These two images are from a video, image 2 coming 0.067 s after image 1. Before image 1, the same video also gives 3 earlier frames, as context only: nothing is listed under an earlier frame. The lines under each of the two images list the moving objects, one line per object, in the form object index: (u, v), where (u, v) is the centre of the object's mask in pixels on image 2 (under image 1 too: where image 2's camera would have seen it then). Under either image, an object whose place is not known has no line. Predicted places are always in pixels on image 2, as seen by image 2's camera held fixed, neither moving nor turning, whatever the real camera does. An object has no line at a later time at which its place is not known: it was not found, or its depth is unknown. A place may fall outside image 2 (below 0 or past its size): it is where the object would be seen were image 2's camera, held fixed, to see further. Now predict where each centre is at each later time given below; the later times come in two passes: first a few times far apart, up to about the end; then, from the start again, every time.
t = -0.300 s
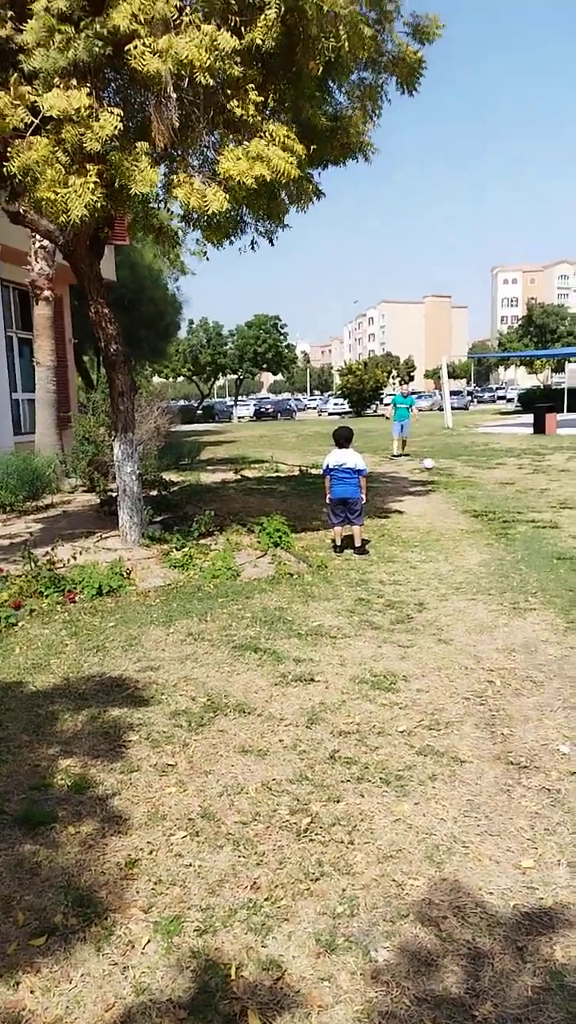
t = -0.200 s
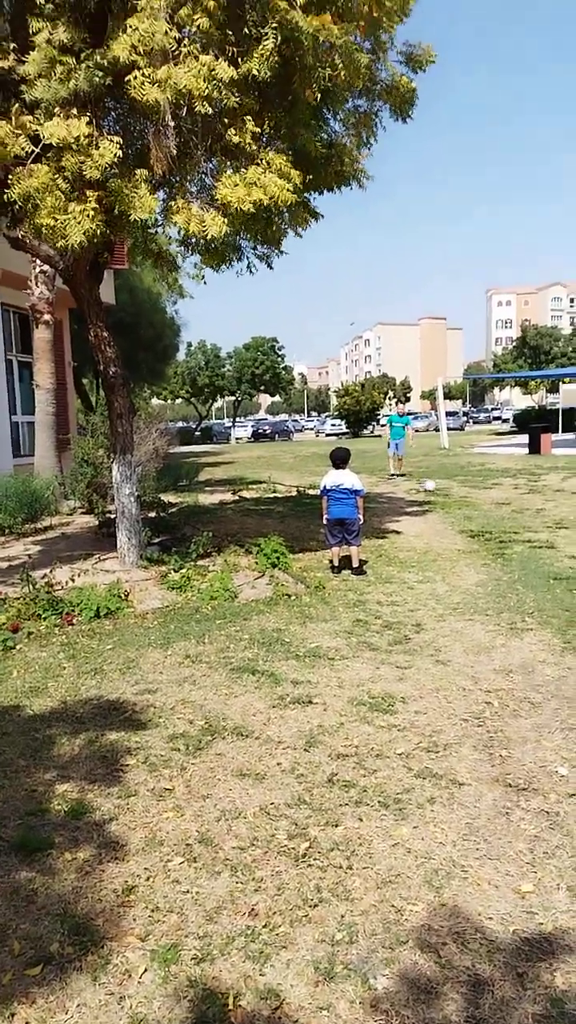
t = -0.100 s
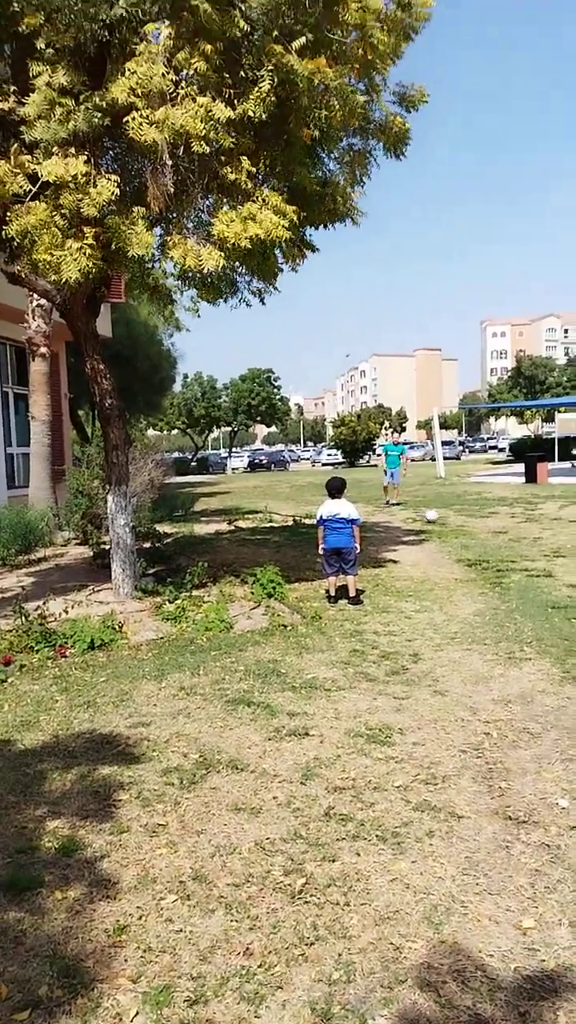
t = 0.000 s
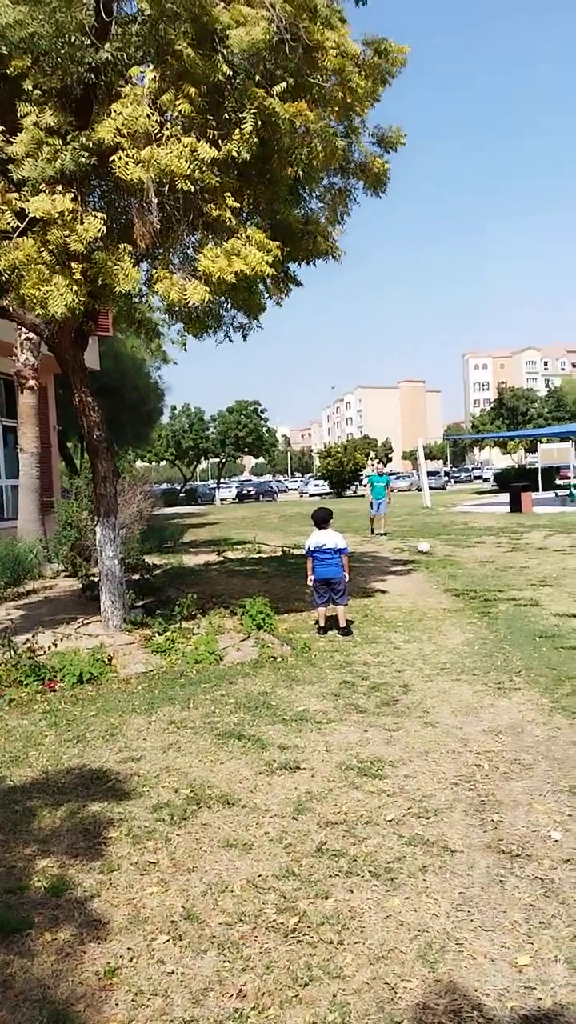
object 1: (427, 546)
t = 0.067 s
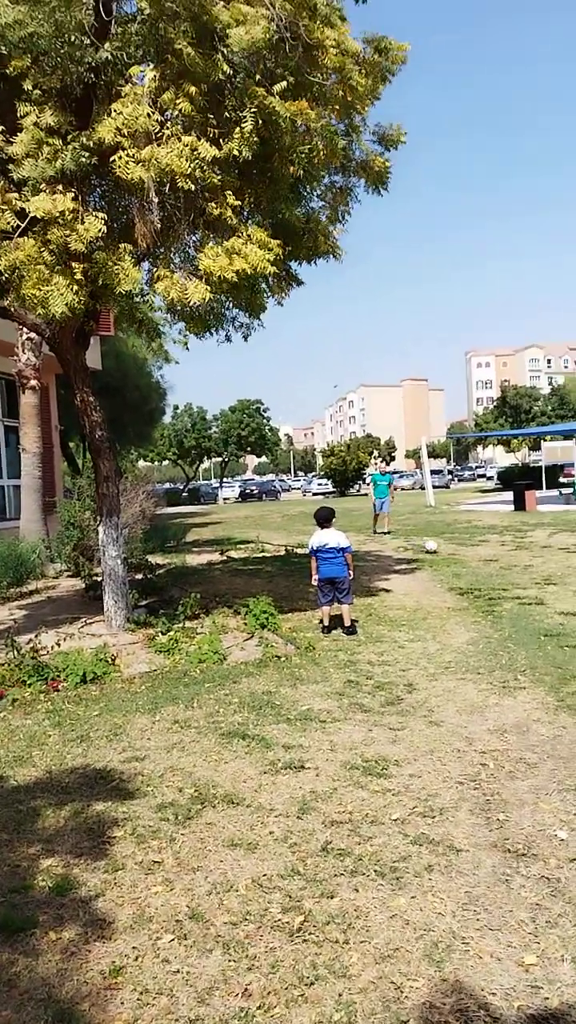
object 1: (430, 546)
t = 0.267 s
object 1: (441, 549)
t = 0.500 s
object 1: (455, 550)
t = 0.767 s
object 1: (471, 553)
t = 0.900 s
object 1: (480, 554)
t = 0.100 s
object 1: (432, 547)
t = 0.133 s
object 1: (434, 547)
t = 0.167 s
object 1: (435, 547)
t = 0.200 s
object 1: (437, 548)
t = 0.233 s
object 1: (439, 548)
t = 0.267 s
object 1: (441, 549)
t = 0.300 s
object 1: (443, 549)
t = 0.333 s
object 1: (445, 549)
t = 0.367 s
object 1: (447, 550)
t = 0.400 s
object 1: (448, 549)
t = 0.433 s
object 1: (451, 549)
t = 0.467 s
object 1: (452, 550)
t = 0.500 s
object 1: (455, 550)
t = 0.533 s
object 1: (458, 551)
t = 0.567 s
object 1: (459, 551)
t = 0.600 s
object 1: (461, 551)
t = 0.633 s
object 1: (464, 552)
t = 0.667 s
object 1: (466, 552)
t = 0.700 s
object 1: (468, 552)
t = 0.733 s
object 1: (469, 553)
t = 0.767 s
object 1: (471, 553)
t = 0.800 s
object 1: (474, 554)
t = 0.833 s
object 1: (476, 554)
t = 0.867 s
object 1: (478, 554)
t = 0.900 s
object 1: (480, 554)
